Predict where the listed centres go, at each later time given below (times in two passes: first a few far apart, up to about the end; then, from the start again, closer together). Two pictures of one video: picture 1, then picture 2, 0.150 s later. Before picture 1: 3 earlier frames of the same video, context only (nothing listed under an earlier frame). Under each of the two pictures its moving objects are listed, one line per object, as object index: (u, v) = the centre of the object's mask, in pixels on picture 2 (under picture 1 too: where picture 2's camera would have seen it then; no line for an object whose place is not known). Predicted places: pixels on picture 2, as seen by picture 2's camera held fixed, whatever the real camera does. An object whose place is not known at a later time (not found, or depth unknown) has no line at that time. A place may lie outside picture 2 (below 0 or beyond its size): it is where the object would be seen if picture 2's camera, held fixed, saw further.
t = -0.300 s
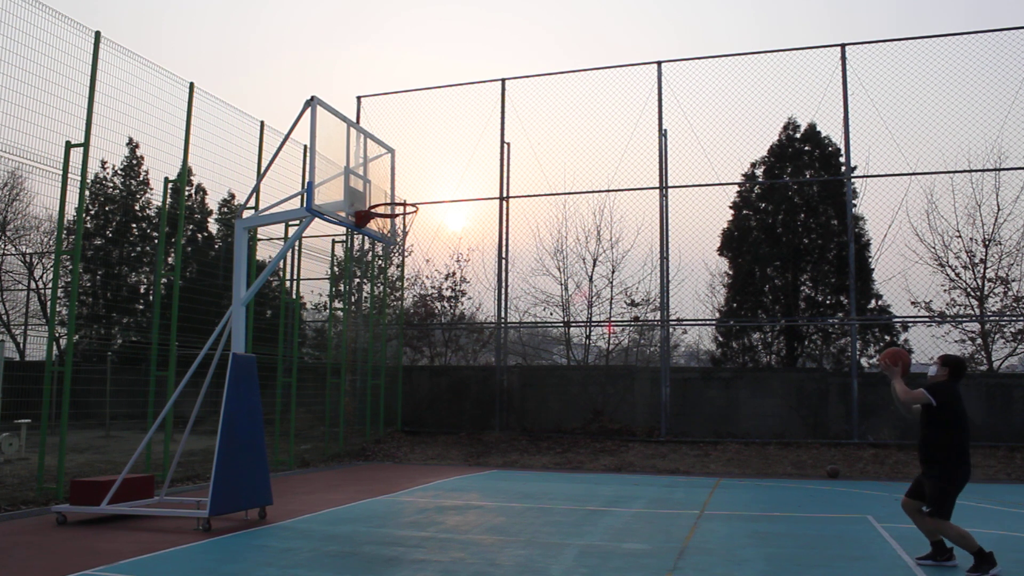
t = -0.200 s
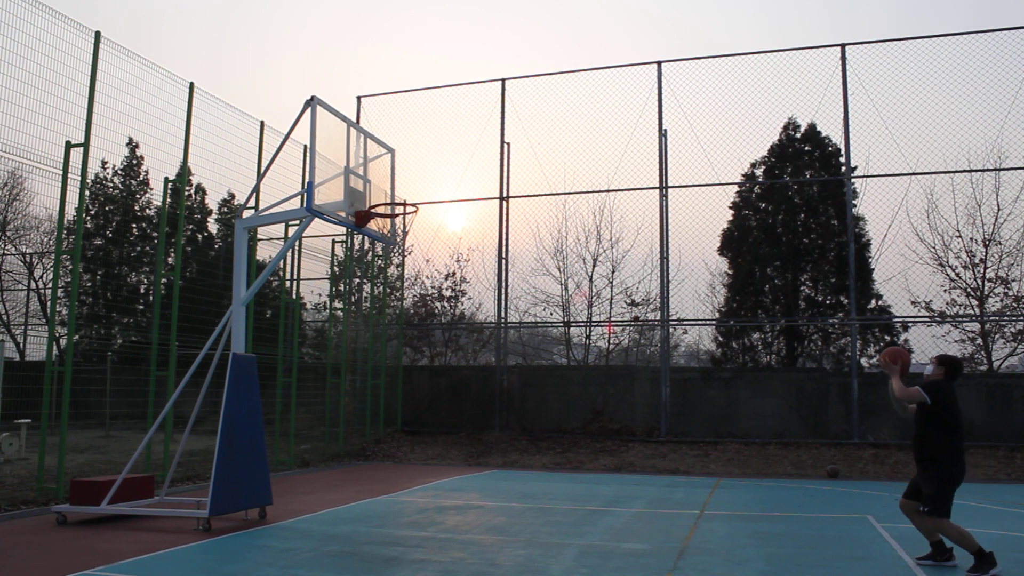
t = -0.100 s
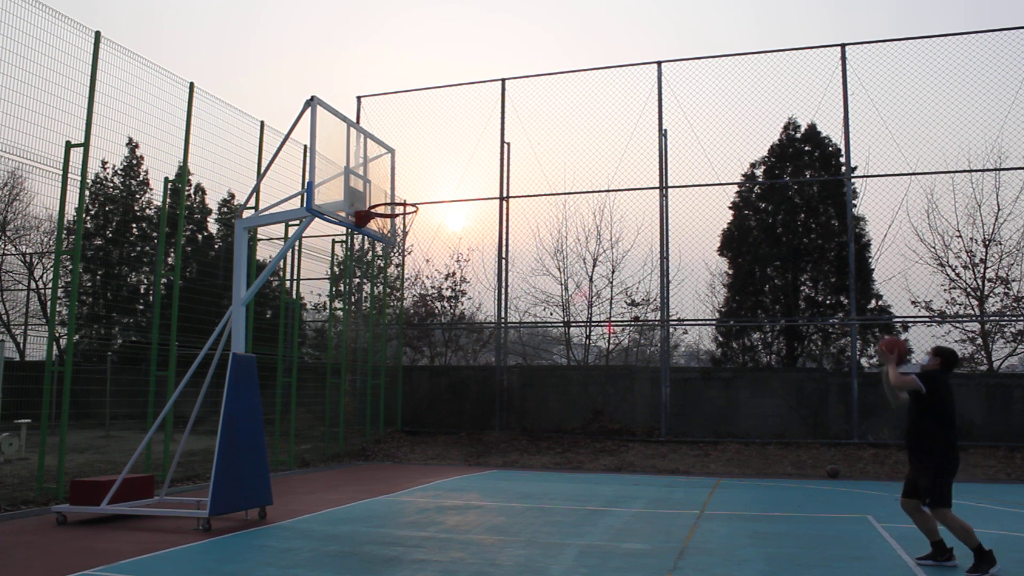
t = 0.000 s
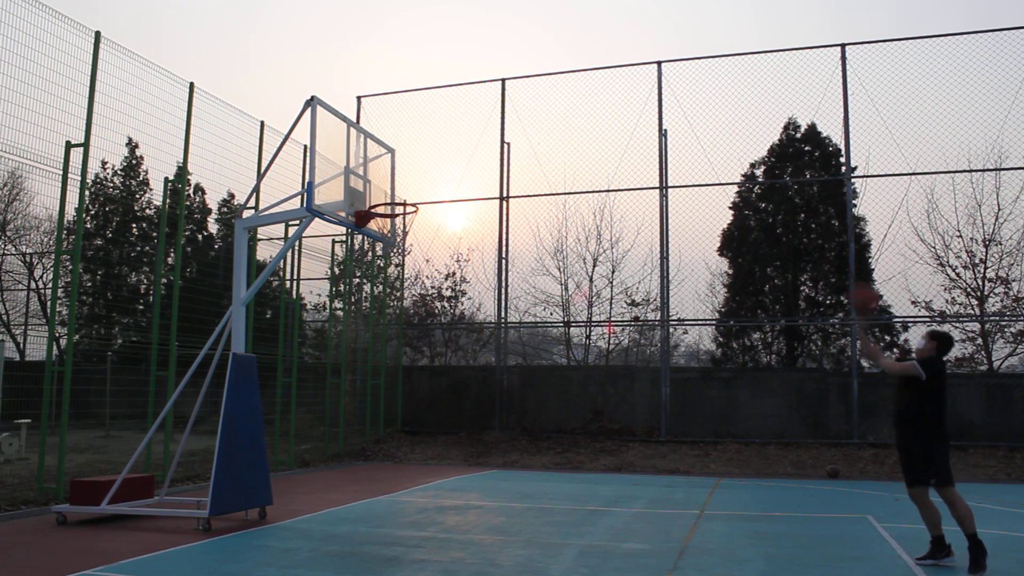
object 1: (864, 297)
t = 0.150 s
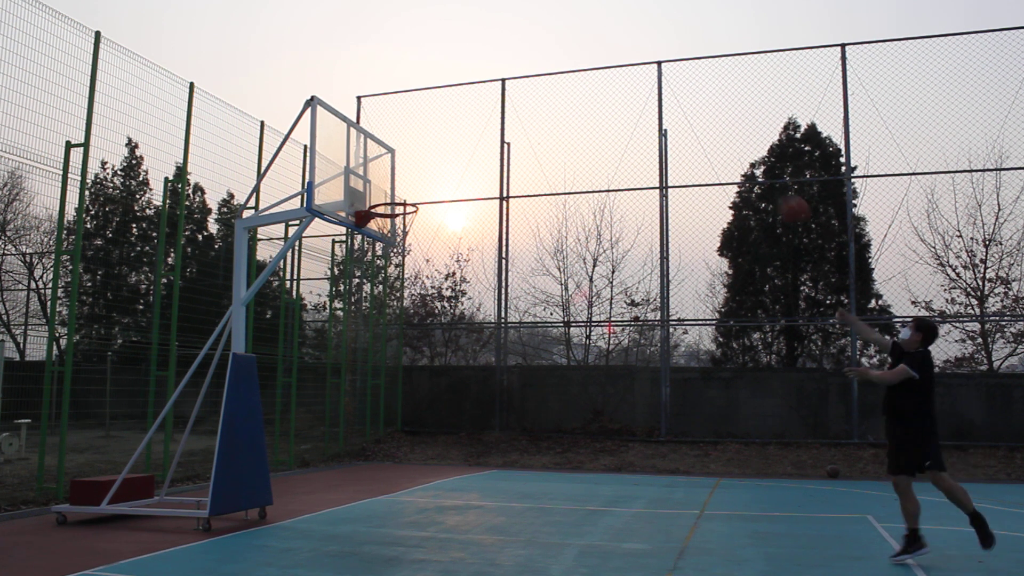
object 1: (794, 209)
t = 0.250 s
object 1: (749, 168)
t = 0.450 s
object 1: (665, 114)
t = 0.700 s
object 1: (569, 108)
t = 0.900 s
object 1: (495, 147)
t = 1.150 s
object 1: (406, 249)
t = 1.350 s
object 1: (350, 359)
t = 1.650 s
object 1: (289, 459)
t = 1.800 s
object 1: (287, 386)
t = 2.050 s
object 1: (282, 312)
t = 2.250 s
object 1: (277, 293)
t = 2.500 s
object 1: (268, 321)
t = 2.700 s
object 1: (264, 381)
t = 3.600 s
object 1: (222, 367)
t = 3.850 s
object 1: (214, 413)
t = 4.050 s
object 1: (204, 487)
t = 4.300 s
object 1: (197, 427)
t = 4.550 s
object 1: (184, 402)
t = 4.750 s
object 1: (173, 418)
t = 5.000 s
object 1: (158, 477)
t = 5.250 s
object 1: (143, 443)
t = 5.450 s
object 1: (133, 431)
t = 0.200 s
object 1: (772, 188)
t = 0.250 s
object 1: (749, 168)
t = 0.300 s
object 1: (727, 149)
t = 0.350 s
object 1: (705, 135)
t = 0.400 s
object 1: (685, 123)
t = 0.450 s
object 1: (665, 114)
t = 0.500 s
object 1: (645, 108)
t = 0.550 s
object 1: (626, 104)
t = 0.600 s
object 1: (606, 103)
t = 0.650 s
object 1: (588, 104)
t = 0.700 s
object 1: (569, 108)
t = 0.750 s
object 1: (550, 114)
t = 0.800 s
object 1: (531, 123)
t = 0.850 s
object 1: (513, 133)
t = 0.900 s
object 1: (495, 147)
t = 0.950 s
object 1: (477, 163)
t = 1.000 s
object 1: (459, 181)
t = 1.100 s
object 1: (422, 225)
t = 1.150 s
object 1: (406, 249)
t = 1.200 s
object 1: (392, 272)
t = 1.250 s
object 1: (378, 299)
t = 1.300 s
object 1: (365, 327)
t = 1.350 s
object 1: (350, 359)
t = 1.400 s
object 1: (337, 391)
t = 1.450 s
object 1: (322, 425)
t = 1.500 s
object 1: (308, 462)
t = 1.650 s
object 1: (289, 459)
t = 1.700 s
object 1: (288, 433)
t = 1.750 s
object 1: (287, 408)
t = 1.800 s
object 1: (287, 386)
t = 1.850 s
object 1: (286, 367)
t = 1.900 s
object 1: (285, 349)
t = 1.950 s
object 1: (284, 334)
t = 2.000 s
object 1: (283, 321)
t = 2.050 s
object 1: (282, 312)
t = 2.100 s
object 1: (281, 303)
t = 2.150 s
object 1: (279, 298)
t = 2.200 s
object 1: (278, 294)
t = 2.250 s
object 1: (277, 293)
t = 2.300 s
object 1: (275, 294)
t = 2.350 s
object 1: (274, 297)
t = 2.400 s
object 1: (272, 303)
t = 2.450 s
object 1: (270, 310)
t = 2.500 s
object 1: (268, 321)
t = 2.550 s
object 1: (267, 333)
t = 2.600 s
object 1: (265, 347)
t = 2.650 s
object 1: (265, 364)
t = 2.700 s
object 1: (264, 381)
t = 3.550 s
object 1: (224, 363)
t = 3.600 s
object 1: (222, 367)
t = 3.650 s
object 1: (221, 372)
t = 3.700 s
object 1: (220, 379)
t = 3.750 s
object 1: (218, 388)
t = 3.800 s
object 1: (216, 400)
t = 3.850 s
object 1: (214, 413)
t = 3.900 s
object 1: (212, 428)
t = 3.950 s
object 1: (209, 446)
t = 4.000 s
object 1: (207, 465)
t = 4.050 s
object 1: (204, 487)
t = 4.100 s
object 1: (203, 482)
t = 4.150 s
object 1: (203, 465)
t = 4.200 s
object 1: (200, 450)
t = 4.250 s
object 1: (198, 437)
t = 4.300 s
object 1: (197, 427)
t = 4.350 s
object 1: (191, 416)
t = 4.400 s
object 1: (187, 410)
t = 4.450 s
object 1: (187, 405)
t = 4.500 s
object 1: (186, 403)
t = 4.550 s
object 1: (184, 402)
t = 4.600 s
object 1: (181, 404)
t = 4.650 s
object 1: (179, 406)
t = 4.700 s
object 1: (176, 411)
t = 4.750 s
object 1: (173, 418)
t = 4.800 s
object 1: (170, 426)
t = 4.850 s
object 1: (166, 436)
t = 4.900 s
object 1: (163, 449)
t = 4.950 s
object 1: (160, 463)
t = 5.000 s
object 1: (158, 477)
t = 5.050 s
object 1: (157, 483)
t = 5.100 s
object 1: (153, 469)
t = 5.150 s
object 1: (149, 460)
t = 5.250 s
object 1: (143, 443)
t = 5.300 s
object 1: (139, 436)
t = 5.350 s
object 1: (138, 433)
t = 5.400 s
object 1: (136, 431)
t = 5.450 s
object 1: (133, 431)
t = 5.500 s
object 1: (130, 433)
